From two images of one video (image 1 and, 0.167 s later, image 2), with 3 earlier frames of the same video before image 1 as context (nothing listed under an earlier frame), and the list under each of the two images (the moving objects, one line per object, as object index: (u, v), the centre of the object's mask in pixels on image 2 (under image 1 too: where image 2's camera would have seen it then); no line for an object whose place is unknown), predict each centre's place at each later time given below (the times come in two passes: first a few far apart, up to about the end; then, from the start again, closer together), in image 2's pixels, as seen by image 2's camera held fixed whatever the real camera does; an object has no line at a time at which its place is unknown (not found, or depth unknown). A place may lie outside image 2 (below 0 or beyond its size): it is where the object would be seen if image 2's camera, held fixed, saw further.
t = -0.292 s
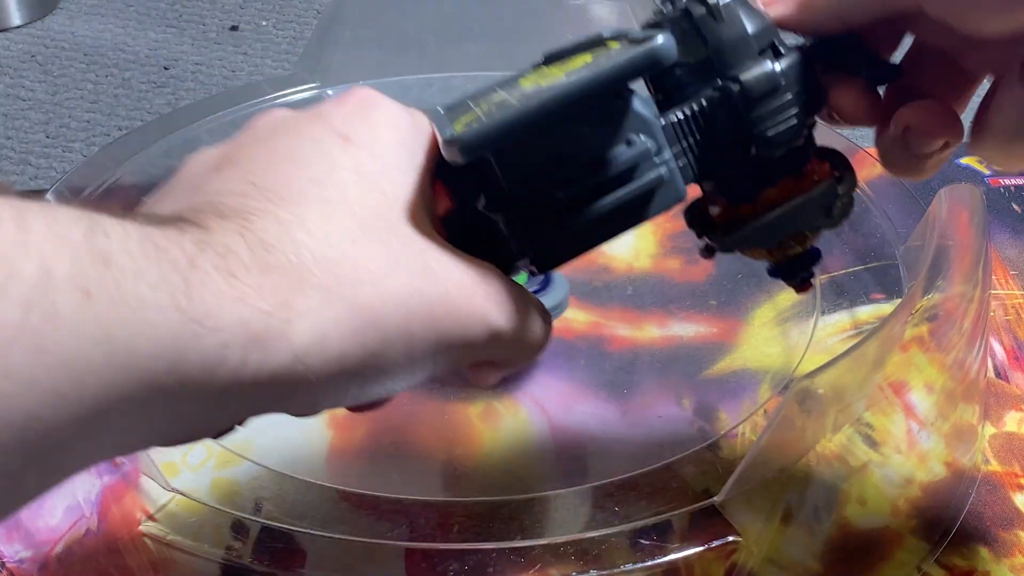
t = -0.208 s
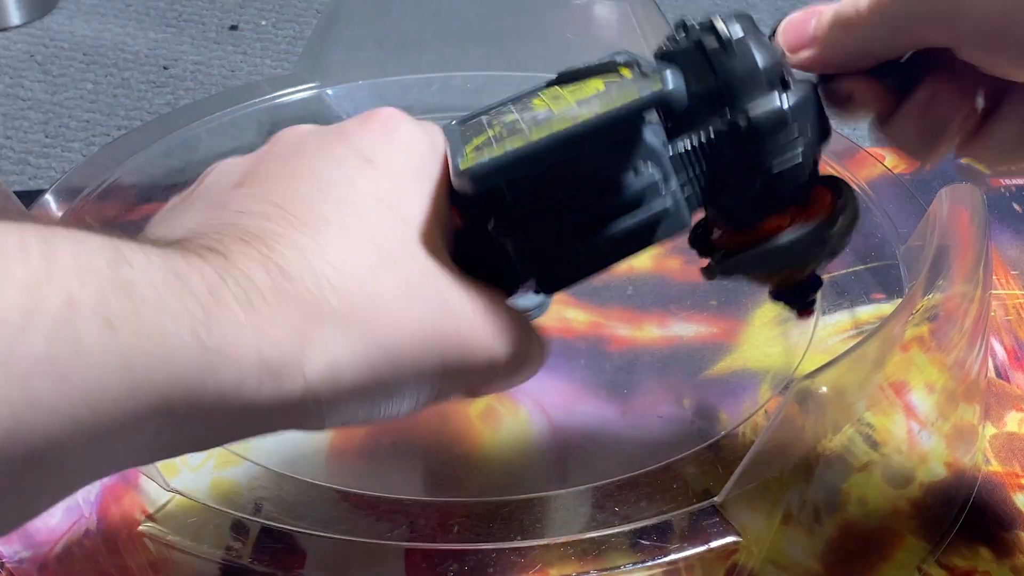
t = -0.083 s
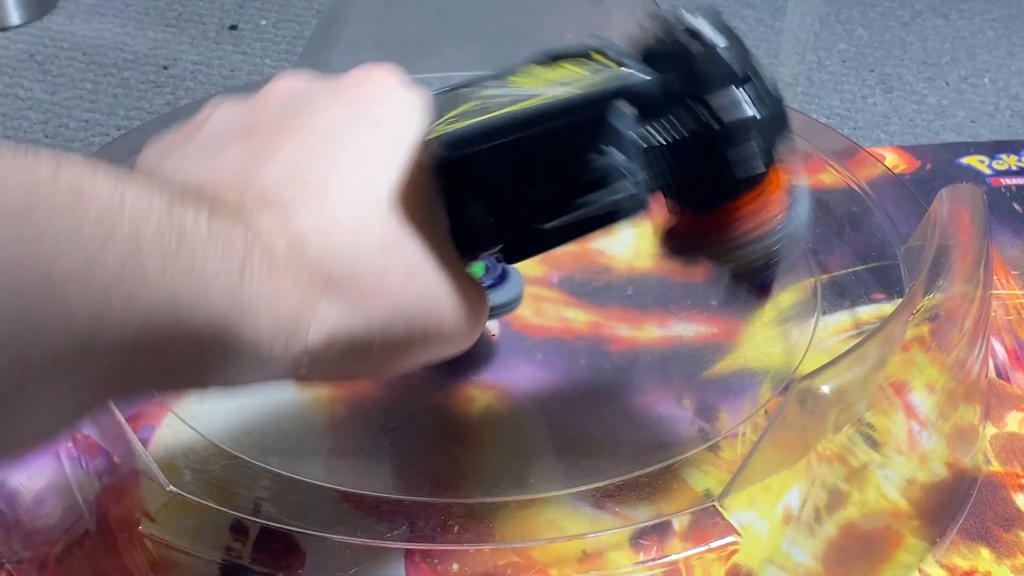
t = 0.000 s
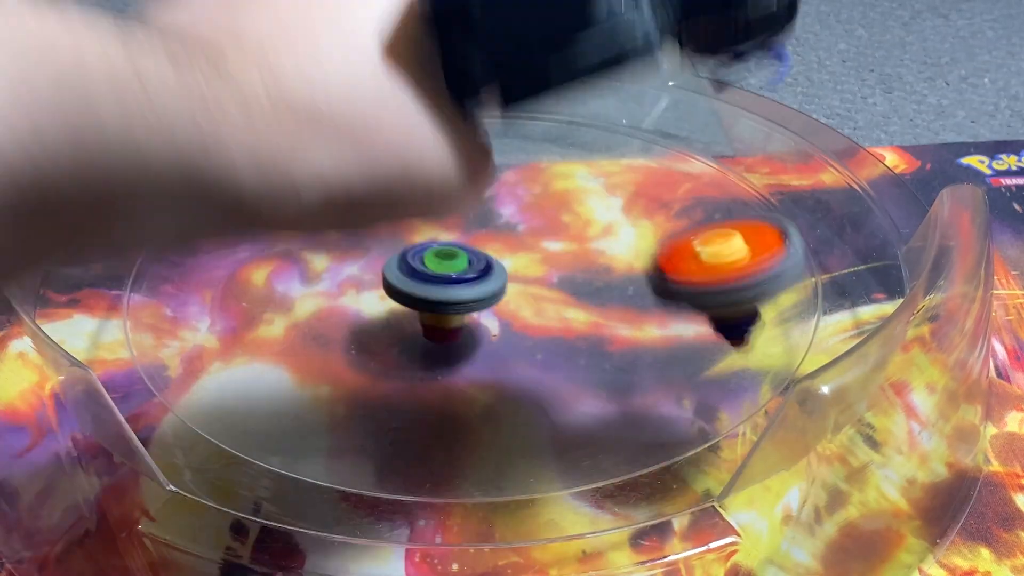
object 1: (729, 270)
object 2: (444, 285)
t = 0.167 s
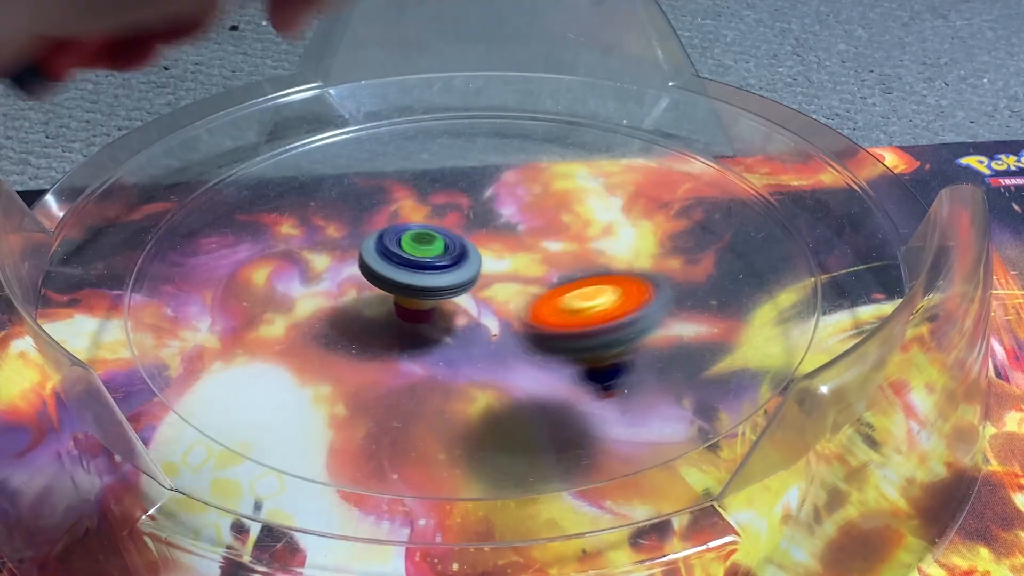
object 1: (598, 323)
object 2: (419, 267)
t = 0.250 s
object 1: (522, 347)
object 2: (408, 258)
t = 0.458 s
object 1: (384, 410)
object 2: (401, 240)
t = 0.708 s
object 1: (416, 350)
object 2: (422, 234)
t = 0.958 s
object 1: (194, 340)
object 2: (473, 242)
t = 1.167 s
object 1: (397, 313)
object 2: (515, 258)
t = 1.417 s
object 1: (204, 149)
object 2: (544, 279)
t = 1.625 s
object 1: (242, 261)
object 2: (535, 291)
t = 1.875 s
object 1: (457, 149)
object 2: (495, 298)
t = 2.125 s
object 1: (298, 154)
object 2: (437, 286)
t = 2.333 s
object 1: (436, 169)
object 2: (454, 317)
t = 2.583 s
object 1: (418, 124)
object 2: (500, 311)
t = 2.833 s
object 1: (568, 167)
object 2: (508, 308)
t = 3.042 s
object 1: (505, 81)
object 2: (501, 325)
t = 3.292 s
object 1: (487, 221)
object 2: (500, 353)
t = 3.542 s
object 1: (546, 169)
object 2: (543, 387)
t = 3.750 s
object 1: (487, 233)
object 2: (547, 354)
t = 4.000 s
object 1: (506, 223)
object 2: (544, 348)
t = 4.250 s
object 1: (413, 267)
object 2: (552, 296)
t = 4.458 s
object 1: (493, 306)
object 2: (564, 242)
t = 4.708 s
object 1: (496, 263)
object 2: (567, 164)
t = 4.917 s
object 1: (351, 272)
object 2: (546, 141)
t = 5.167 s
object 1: (485, 310)
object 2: (506, 168)
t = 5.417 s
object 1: (515, 235)
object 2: (420, 182)
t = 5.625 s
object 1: (448, 276)
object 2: (345, 205)
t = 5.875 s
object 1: (583, 274)
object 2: (304, 241)
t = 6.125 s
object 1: (426, 223)
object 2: (331, 282)
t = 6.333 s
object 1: (398, 241)
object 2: (321, 338)
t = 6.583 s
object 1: (535, 243)
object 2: (397, 357)
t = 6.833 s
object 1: (458, 195)
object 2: (486, 332)
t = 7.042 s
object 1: (410, 280)
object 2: (557, 289)
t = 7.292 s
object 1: (540, 293)
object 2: (641, 235)
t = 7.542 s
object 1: (434, 266)
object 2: (676, 184)
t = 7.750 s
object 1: (366, 293)
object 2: (635, 186)
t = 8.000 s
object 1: (451, 276)
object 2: (529, 219)
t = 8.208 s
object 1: (401, 297)
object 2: (475, 190)
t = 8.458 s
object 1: (441, 283)
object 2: (386, 191)
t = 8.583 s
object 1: (445, 250)
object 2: (355, 198)
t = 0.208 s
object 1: (551, 347)
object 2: (413, 263)
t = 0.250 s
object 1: (522, 347)
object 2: (408, 258)
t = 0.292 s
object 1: (483, 360)
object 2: (405, 254)
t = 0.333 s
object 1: (450, 371)
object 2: (402, 250)
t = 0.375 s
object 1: (421, 382)
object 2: (400, 246)
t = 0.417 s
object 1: (396, 396)
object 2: (400, 243)
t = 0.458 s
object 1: (384, 410)
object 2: (401, 240)
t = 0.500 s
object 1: (419, 396)
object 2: (402, 239)
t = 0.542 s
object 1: (455, 396)
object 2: (404, 237)
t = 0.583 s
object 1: (471, 388)
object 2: (407, 236)
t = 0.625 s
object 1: (469, 376)
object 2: (411, 235)
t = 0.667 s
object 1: (448, 362)
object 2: (416, 234)
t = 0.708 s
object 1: (416, 350)
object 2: (422, 234)
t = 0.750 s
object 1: (374, 337)
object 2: (429, 234)
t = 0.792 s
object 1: (330, 329)
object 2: (436, 235)
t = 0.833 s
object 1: (281, 325)
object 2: (445, 236)
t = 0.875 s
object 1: (240, 325)
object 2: (454, 238)
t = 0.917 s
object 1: (208, 329)
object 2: (463, 240)
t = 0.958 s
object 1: (194, 340)
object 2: (473, 242)
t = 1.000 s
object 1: (254, 355)
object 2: (480, 246)
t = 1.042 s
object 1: (307, 363)
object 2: (490, 248)
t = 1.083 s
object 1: (352, 357)
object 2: (499, 251)
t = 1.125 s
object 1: (383, 340)
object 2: (507, 254)
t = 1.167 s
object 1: (397, 313)
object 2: (515, 258)
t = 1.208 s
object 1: (392, 276)
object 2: (522, 261)
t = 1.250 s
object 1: (372, 240)
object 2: (528, 264)
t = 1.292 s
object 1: (344, 208)
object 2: (534, 268)
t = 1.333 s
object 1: (301, 177)
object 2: (538, 272)
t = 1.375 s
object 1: (252, 158)
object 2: (542, 276)
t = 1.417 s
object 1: (204, 149)
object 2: (544, 279)
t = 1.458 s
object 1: (200, 180)
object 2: (541, 281)
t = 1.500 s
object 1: (197, 208)
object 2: (541, 283)
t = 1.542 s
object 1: (197, 231)
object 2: (540, 286)
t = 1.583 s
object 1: (211, 248)
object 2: (538, 289)
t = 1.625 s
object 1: (242, 261)
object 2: (535, 291)
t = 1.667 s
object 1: (296, 267)
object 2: (531, 293)
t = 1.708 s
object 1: (353, 261)
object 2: (526, 294)
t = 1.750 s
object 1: (403, 243)
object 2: (519, 296)
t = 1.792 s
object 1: (438, 215)
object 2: (512, 297)
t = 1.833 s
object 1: (458, 183)
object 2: (504, 298)
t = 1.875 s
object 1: (457, 149)
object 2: (495, 298)
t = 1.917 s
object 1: (442, 114)
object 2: (486, 298)
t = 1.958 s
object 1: (415, 89)
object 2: (476, 297)
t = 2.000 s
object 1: (375, 80)
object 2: (466, 295)
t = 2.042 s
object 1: (332, 112)
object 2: (456, 292)
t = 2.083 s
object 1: (305, 132)
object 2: (446, 289)
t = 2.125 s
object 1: (298, 154)
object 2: (437, 286)
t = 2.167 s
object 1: (314, 179)
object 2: (427, 284)
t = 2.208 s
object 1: (346, 202)
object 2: (419, 280)
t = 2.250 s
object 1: (374, 195)
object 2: (433, 299)
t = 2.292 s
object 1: (408, 183)
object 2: (446, 312)
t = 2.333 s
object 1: (436, 169)
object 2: (454, 317)
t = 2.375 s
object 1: (450, 154)
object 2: (463, 319)
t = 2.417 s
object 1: (457, 136)
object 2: (471, 319)
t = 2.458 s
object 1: (453, 121)
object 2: (479, 318)
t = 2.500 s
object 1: (443, 113)
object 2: (487, 316)
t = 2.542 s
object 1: (430, 115)
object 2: (494, 314)
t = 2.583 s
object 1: (418, 124)
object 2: (500, 311)
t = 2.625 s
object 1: (417, 141)
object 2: (506, 308)
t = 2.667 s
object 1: (427, 164)
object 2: (510, 303)
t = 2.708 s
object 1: (447, 183)
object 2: (514, 298)
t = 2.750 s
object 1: (480, 196)
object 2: (516, 292)
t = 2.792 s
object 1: (522, 200)
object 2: (516, 288)
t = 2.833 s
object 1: (568, 167)
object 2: (508, 308)
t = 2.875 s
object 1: (588, 137)
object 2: (502, 318)
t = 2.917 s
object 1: (590, 109)
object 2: (502, 322)
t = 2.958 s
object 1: (573, 88)
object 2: (502, 324)
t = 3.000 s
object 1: (542, 77)
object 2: (502, 325)
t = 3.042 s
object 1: (505, 81)
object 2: (501, 325)
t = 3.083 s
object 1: (467, 99)
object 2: (500, 325)
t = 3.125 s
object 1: (438, 127)
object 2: (499, 324)
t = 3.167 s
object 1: (427, 165)
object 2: (497, 322)
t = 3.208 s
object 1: (432, 204)
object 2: (494, 319)
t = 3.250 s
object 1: (456, 233)
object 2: (491, 316)
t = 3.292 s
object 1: (487, 221)
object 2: (500, 353)
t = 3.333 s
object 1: (517, 213)
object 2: (505, 378)
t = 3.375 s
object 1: (541, 201)
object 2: (510, 391)
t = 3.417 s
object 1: (554, 191)
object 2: (518, 393)
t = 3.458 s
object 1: (559, 180)
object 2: (527, 393)
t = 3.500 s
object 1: (556, 171)
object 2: (536, 391)
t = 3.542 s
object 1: (546, 169)
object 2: (543, 387)
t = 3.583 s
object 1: (532, 173)
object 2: (547, 383)
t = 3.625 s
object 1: (516, 182)
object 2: (550, 378)
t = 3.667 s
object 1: (501, 195)
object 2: (551, 372)
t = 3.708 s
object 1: (490, 212)
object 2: (550, 364)
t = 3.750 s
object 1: (487, 233)
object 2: (547, 354)
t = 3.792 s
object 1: (496, 253)
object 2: (545, 344)
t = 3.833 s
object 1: (511, 254)
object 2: (547, 345)
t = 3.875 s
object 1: (522, 246)
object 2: (549, 356)
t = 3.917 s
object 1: (523, 236)
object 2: (545, 359)
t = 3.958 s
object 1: (517, 229)
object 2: (543, 355)
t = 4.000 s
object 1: (506, 223)
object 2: (544, 348)
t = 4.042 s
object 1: (491, 221)
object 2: (546, 341)
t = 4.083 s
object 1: (473, 221)
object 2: (547, 333)
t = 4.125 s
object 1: (452, 228)
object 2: (546, 324)
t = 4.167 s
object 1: (435, 237)
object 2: (545, 314)
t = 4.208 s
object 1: (425, 253)
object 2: (542, 305)
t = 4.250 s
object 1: (413, 267)
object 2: (552, 296)
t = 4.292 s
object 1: (405, 279)
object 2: (560, 289)
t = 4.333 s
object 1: (411, 293)
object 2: (562, 279)
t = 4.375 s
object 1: (431, 304)
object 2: (562, 268)
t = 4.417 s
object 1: (460, 309)
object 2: (562, 258)
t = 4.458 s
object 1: (493, 306)
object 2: (564, 242)
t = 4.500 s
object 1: (509, 301)
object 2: (570, 225)
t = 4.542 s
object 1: (516, 297)
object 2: (575, 210)
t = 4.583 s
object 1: (520, 291)
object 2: (575, 196)
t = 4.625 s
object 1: (519, 282)
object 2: (573, 184)
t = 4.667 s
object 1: (511, 272)
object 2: (570, 173)
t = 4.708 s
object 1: (496, 263)
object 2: (567, 164)
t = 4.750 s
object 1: (472, 252)
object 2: (564, 156)
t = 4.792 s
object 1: (438, 248)
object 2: (560, 150)
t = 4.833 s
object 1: (402, 252)
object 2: (556, 146)
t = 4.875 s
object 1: (372, 260)
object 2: (551, 143)
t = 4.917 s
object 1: (351, 272)
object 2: (546, 141)
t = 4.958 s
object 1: (341, 287)
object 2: (541, 142)
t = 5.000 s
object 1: (349, 303)
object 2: (534, 145)
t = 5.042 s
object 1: (371, 317)
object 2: (528, 148)
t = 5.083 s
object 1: (406, 323)
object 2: (522, 153)
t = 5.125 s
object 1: (447, 323)
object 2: (514, 160)
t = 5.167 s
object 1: (485, 310)
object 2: (506, 168)
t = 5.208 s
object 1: (514, 287)
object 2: (497, 178)
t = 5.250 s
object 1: (525, 263)
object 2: (487, 184)
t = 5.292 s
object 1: (529, 248)
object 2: (469, 183)
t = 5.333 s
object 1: (532, 244)
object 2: (452, 178)
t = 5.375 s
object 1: (526, 239)
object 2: (435, 178)
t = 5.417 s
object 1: (515, 235)
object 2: (420, 182)
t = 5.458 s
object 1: (497, 232)
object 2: (403, 187)
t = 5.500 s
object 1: (480, 234)
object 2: (387, 192)
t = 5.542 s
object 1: (458, 242)
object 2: (371, 196)
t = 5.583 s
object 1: (447, 259)
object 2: (359, 200)
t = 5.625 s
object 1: (448, 276)
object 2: (345, 205)
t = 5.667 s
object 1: (463, 291)
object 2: (334, 210)
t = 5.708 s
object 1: (487, 300)
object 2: (325, 216)
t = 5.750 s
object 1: (518, 303)
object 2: (317, 222)
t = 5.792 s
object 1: (547, 299)
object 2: (310, 228)
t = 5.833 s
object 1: (569, 289)
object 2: (306, 234)
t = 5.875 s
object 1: (583, 274)
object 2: (304, 241)
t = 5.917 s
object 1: (581, 257)
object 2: (304, 248)
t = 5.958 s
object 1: (565, 240)
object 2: (306, 255)
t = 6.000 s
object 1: (535, 226)
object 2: (310, 262)
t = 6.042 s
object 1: (501, 220)
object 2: (316, 269)
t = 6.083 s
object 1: (459, 220)
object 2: (324, 275)
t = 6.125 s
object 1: (426, 223)
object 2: (331, 282)
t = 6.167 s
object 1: (421, 218)
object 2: (307, 301)
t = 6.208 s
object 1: (411, 218)
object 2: (300, 314)
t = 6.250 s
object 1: (401, 223)
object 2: (305, 323)
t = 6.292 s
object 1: (396, 231)
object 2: (312, 331)
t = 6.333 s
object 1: (398, 241)
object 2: (321, 338)
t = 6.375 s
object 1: (409, 251)
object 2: (331, 344)
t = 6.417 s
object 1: (428, 261)
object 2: (342, 348)
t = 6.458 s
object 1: (455, 267)
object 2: (354, 352)
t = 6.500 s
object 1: (487, 266)
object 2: (368, 355)
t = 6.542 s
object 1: (517, 257)
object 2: (382, 356)
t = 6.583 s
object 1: (535, 243)
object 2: (397, 357)
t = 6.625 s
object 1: (544, 226)
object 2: (413, 355)
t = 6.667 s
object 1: (542, 211)
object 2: (428, 352)
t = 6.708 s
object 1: (529, 200)
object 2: (444, 349)
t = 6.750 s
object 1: (509, 192)
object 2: (459, 344)
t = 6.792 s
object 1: (484, 190)
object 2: (473, 338)
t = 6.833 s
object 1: (458, 195)
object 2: (486, 332)
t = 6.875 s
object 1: (434, 204)
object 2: (500, 325)
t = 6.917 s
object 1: (414, 219)
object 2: (512, 317)
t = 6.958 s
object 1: (402, 238)
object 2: (524, 309)
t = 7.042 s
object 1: (410, 280)
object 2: (557, 289)
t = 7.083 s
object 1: (412, 290)
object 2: (586, 280)
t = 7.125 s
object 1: (429, 299)
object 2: (601, 271)
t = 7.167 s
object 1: (453, 305)
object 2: (613, 260)
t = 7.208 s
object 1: (484, 307)
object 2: (625, 251)
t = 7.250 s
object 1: (515, 303)
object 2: (633, 243)
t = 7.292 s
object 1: (540, 293)
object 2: (641, 235)
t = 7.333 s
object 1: (549, 280)
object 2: (652, 225)
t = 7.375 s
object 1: (531, 275)
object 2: (668, 210)
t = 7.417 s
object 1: (509, 271)
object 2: (676, 200)
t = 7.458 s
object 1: (484, 267)
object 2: (678, 194)
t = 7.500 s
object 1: (460, 265)
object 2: (678, 188)
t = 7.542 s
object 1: (434, 266)
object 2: (676, 184)
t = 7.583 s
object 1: (410, 269)
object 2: (671, 182)
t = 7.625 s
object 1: (389, 275)
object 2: (665, 181)
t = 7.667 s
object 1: (374, 281)
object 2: (657, 181)
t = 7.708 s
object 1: (366, 287)
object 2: (647, 183)
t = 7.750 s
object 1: (366, 293)
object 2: (635, 186)
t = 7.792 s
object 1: (372, 298)
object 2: (620, 191)
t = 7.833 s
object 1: (384, 301)
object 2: (604, 196)
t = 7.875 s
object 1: (400, 300)
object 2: (587, 202)
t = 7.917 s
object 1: (417, 296)
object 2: (569, 208)
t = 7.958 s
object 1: (435, 287)
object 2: (549, 214)
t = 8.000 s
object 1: (451, 276)
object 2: (529, 219)
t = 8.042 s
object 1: (443, 274)
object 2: (522, 214)
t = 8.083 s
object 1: (425, 281)
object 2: (521, 200)
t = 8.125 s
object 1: (413, 287)
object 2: (510, 195)
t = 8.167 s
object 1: (405, 292)
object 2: (493, 192)
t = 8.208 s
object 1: (401, 297)
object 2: (475, 190)
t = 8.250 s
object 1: (402, 301)
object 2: (456, 190)
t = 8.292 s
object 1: (406, 303)
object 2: (439, 190)
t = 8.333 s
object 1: (415, 301)
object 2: (425, 189)
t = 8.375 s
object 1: (424, 298)
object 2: (411, 189)
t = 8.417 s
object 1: (434, 292)
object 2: (398, 190)
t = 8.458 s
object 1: (441, 283)
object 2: (386, 191)
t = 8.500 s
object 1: (446, 272)
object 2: (375, 192)
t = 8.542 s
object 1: (448, 261)
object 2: (365, 195)
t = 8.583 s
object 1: (445, 250)
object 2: (355, 198)
